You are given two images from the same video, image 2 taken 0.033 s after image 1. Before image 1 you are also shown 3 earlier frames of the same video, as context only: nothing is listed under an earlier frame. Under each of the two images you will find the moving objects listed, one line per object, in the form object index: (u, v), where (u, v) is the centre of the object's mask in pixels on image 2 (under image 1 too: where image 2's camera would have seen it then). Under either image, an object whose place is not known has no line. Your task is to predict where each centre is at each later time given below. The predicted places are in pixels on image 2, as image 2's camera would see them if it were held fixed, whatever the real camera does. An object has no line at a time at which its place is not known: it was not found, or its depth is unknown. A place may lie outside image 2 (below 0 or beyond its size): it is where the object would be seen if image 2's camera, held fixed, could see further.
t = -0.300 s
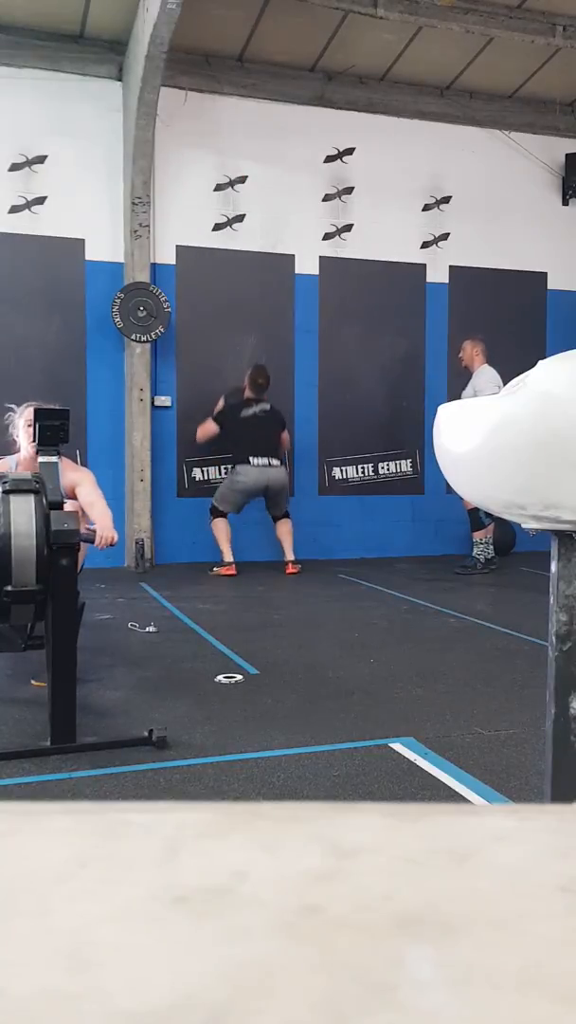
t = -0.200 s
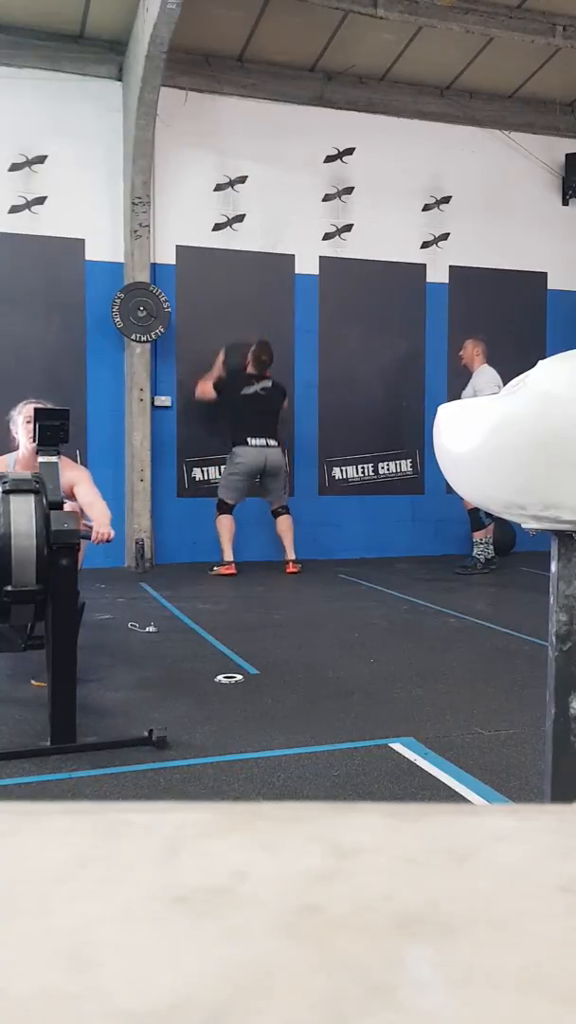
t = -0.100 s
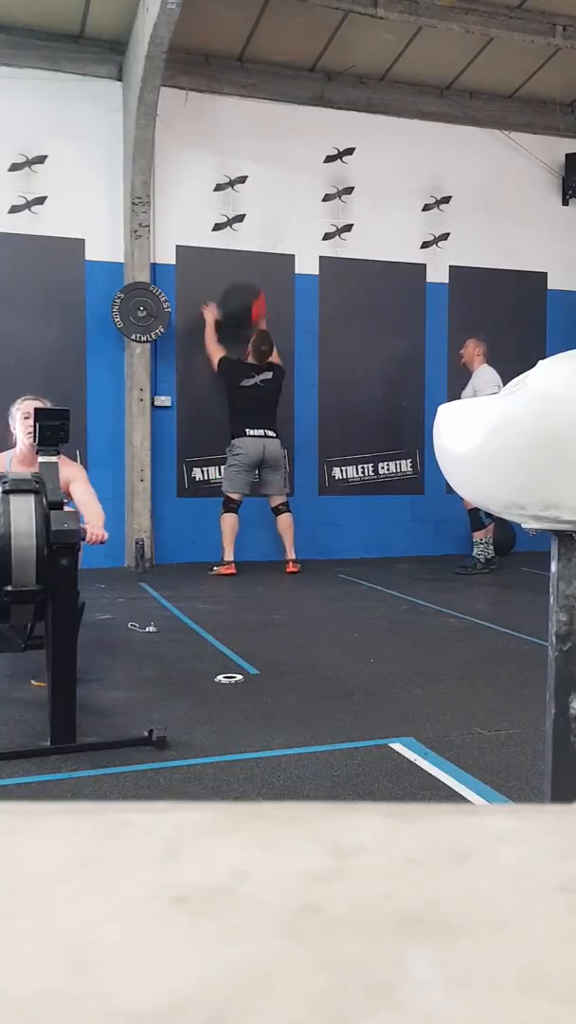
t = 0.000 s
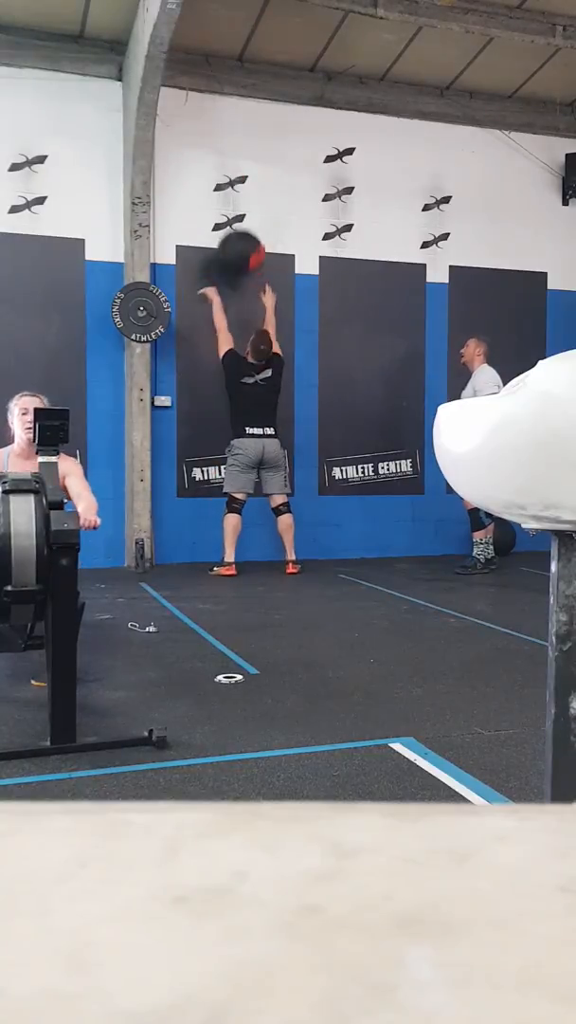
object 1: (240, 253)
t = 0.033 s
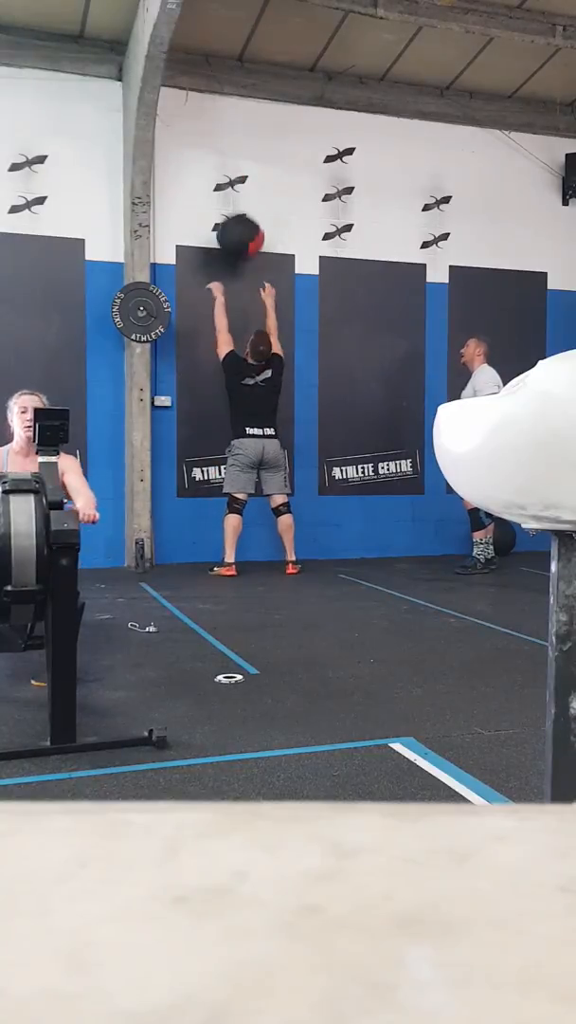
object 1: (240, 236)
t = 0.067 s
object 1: (238, 224)
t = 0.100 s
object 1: (238, 212)
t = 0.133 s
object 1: (237, 201)
